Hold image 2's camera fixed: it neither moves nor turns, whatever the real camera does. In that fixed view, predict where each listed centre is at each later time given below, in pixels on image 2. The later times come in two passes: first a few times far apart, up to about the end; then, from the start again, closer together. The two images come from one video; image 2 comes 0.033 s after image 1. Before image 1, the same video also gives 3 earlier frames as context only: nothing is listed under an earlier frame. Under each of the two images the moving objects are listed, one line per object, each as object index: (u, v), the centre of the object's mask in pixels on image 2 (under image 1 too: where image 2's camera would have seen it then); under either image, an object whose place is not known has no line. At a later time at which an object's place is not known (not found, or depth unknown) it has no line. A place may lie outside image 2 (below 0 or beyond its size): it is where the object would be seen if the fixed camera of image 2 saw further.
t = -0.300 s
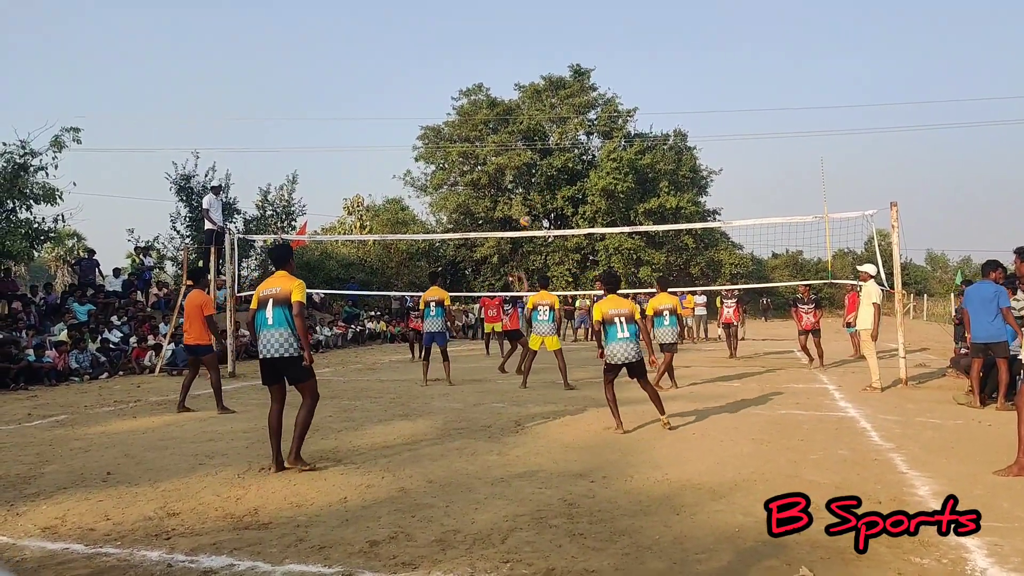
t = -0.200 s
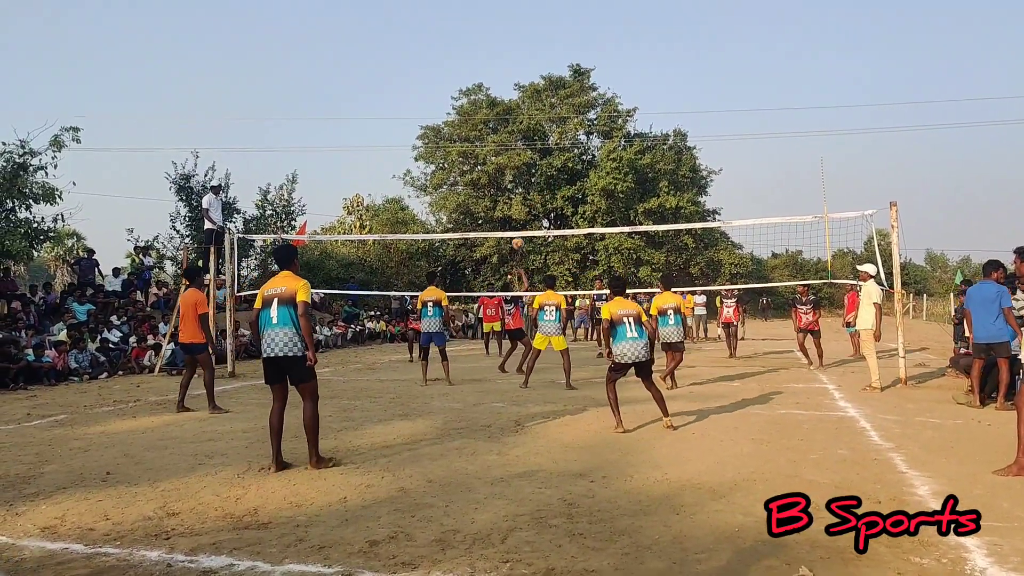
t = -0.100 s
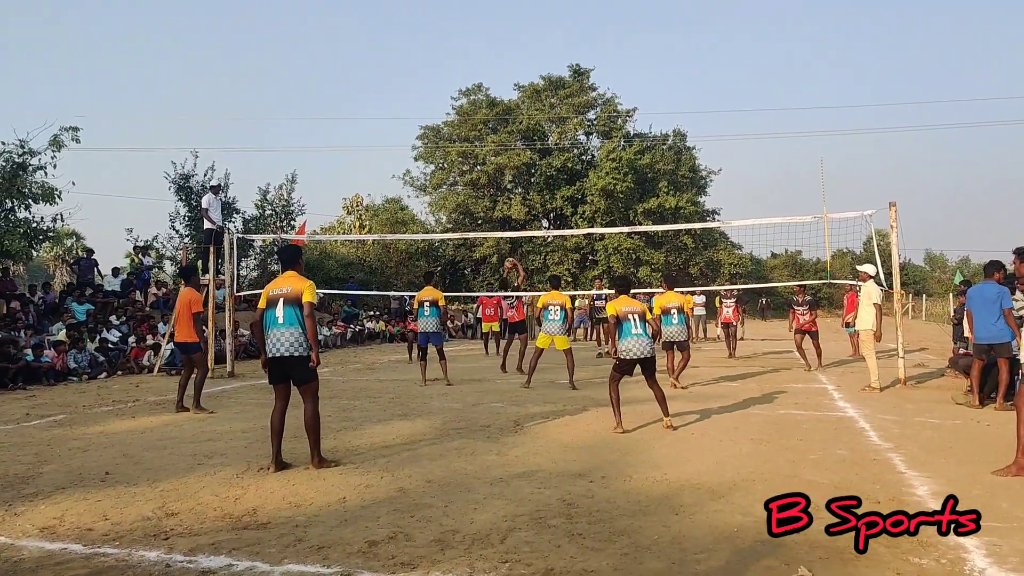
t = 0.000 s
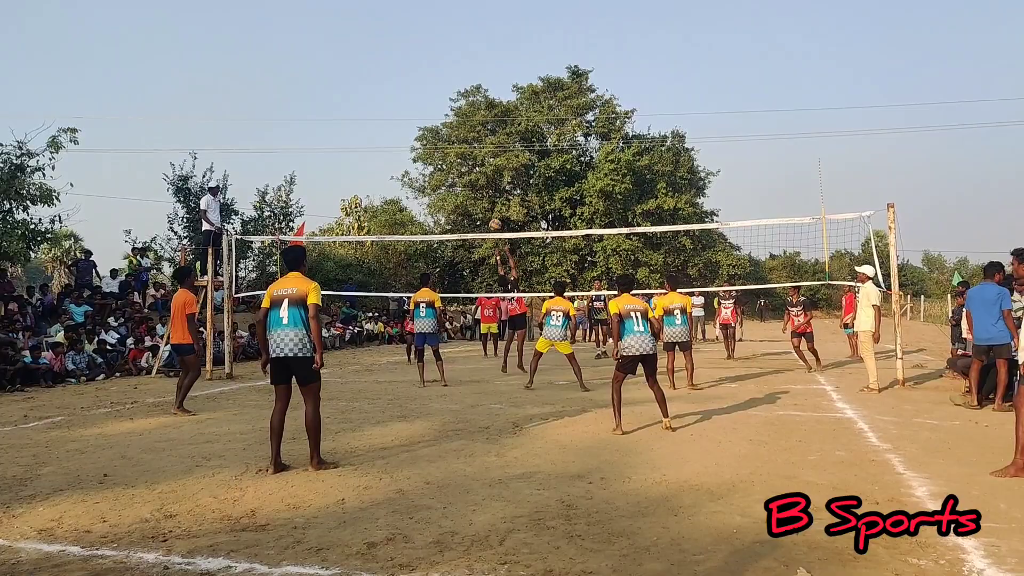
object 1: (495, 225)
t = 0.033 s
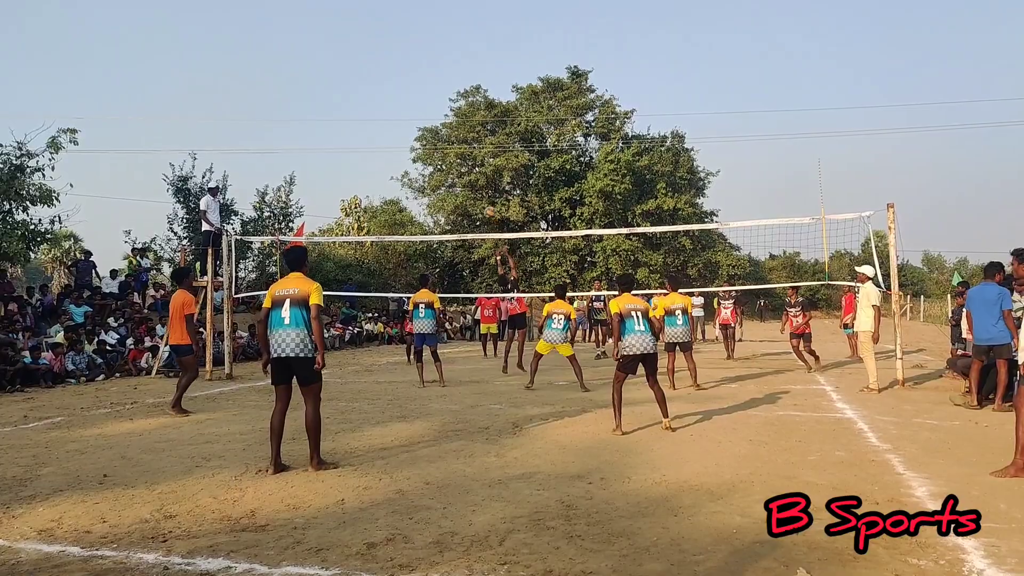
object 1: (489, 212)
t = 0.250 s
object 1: (459, 145)
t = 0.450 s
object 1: (432, 108)
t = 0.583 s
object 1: (414, 96)
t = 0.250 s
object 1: (459, 145)
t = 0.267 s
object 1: (457, 141)
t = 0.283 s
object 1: (454, 138)
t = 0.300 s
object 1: (452, 134)
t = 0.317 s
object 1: (450, 130)
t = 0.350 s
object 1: (446, 124)
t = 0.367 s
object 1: (443, 120)
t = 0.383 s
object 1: (441, 118)
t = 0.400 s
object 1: (439, 115)
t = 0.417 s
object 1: (436, 113)
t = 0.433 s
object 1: (434, 110)
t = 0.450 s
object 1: (432, 108)
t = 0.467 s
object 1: (429, 106)
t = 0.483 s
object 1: (427, 104)
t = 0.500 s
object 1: (425, 102)
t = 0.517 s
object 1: (423, 100)
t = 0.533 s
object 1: (420, 99)
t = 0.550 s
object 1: (418, 98)
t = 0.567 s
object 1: (416, 97)
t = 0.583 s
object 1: (414, 96)
